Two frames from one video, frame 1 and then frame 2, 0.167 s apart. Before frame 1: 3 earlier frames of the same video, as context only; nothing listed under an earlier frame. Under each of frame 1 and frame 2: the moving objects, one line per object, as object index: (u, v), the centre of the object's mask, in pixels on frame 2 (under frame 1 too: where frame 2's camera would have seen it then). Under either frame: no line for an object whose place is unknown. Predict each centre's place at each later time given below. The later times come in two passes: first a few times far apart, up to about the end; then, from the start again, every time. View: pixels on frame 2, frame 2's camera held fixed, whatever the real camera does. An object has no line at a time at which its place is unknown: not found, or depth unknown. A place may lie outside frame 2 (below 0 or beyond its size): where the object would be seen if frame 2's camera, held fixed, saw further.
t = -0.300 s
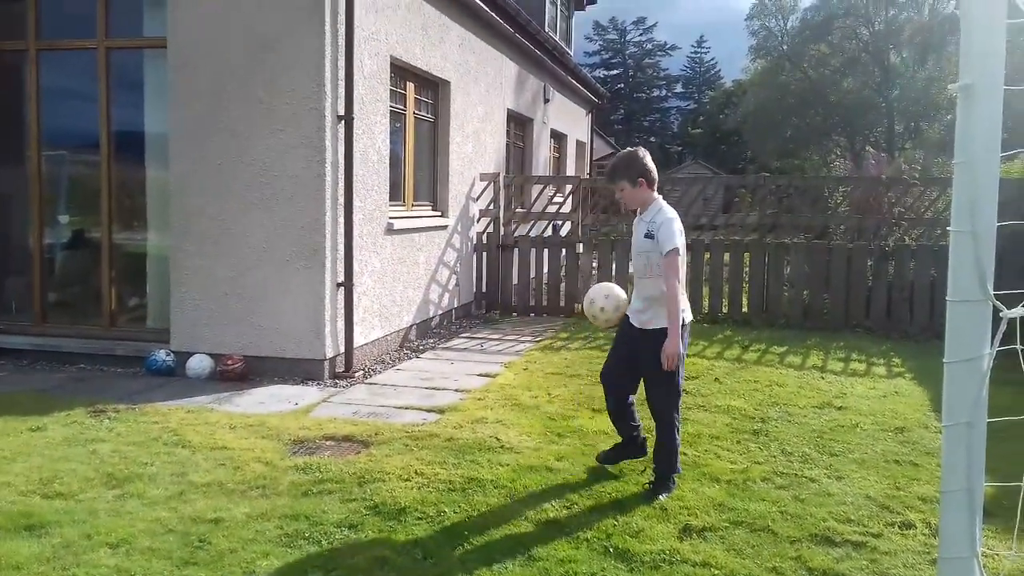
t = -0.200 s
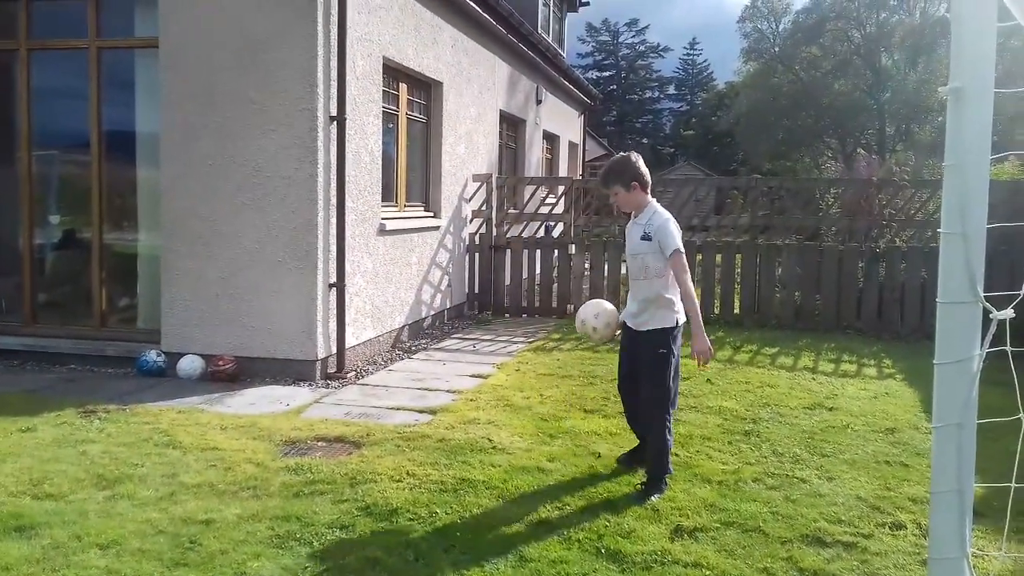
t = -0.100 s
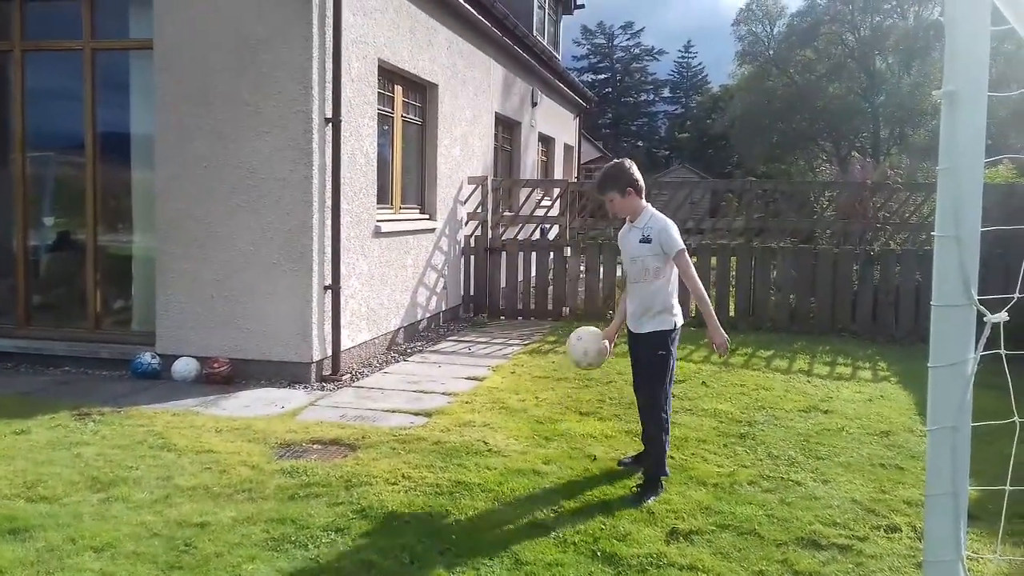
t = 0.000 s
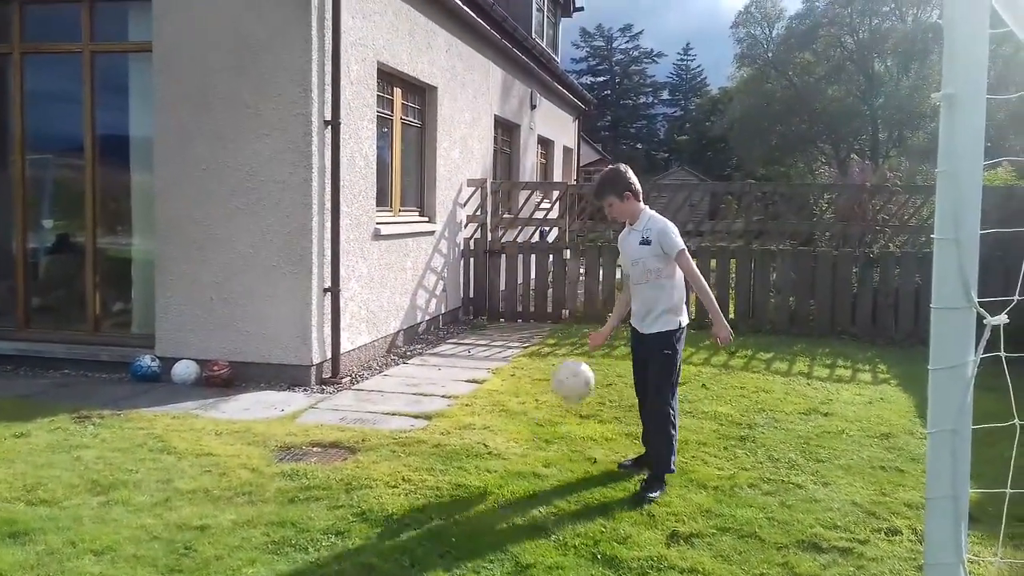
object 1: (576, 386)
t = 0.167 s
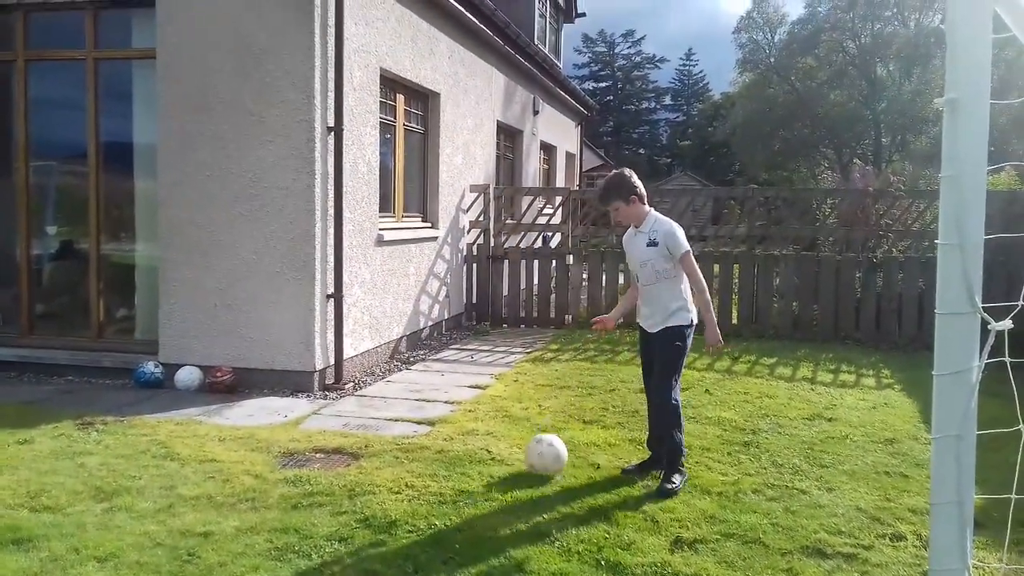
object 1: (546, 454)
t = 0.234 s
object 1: (534, 444)
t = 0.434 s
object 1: (496, 461)
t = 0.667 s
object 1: (452, 464)
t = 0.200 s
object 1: (540, 448)
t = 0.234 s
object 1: (534, 444)
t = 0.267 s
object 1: (527, 441)
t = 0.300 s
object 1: (521, 441)
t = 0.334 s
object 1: (515, 443)
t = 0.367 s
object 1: (509, 447)
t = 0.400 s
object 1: (503, 454)
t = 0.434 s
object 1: (496, 461)
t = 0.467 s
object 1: (490, 462)
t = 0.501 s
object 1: (483, 461)
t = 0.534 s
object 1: (477, 461)
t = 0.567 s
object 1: (469, 463)
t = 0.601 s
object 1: (463, 464)
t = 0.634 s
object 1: (457, 465)
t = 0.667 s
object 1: (452, 464)
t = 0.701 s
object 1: (446, 464)
